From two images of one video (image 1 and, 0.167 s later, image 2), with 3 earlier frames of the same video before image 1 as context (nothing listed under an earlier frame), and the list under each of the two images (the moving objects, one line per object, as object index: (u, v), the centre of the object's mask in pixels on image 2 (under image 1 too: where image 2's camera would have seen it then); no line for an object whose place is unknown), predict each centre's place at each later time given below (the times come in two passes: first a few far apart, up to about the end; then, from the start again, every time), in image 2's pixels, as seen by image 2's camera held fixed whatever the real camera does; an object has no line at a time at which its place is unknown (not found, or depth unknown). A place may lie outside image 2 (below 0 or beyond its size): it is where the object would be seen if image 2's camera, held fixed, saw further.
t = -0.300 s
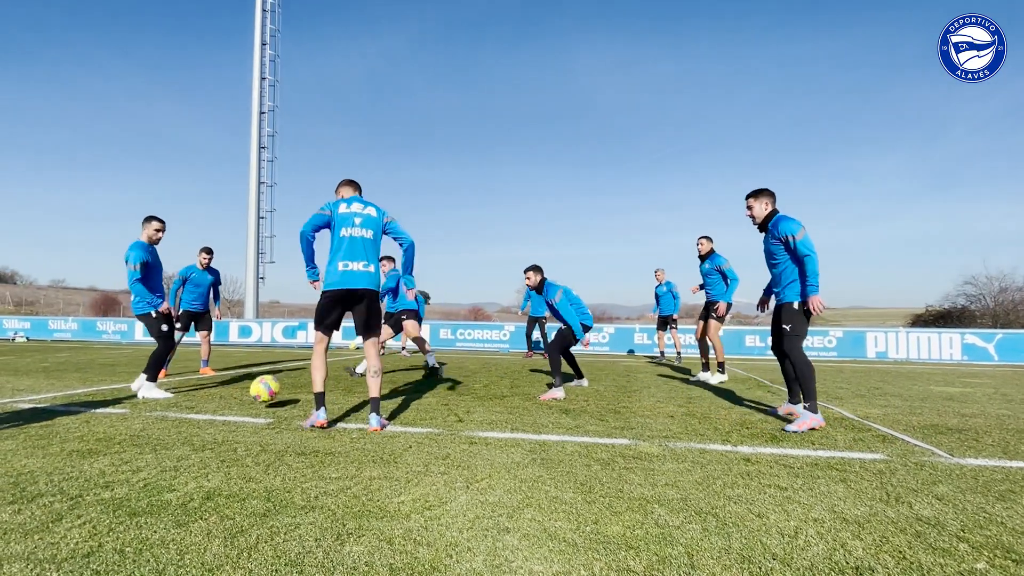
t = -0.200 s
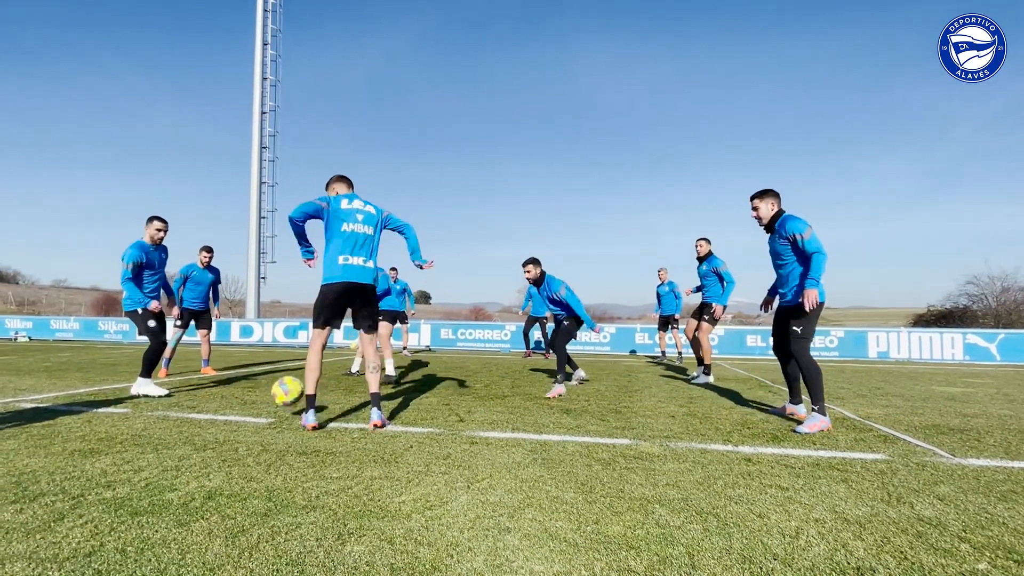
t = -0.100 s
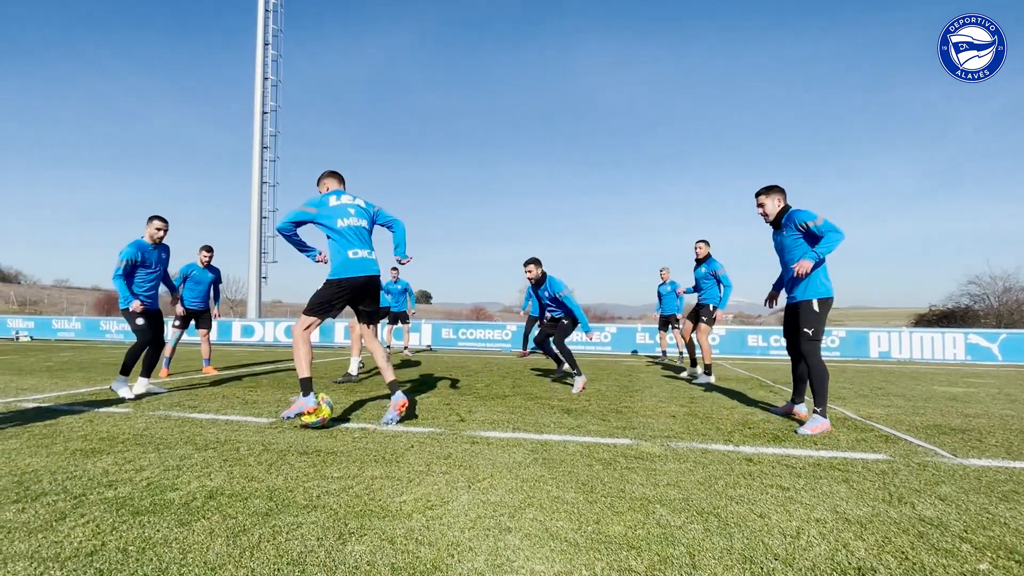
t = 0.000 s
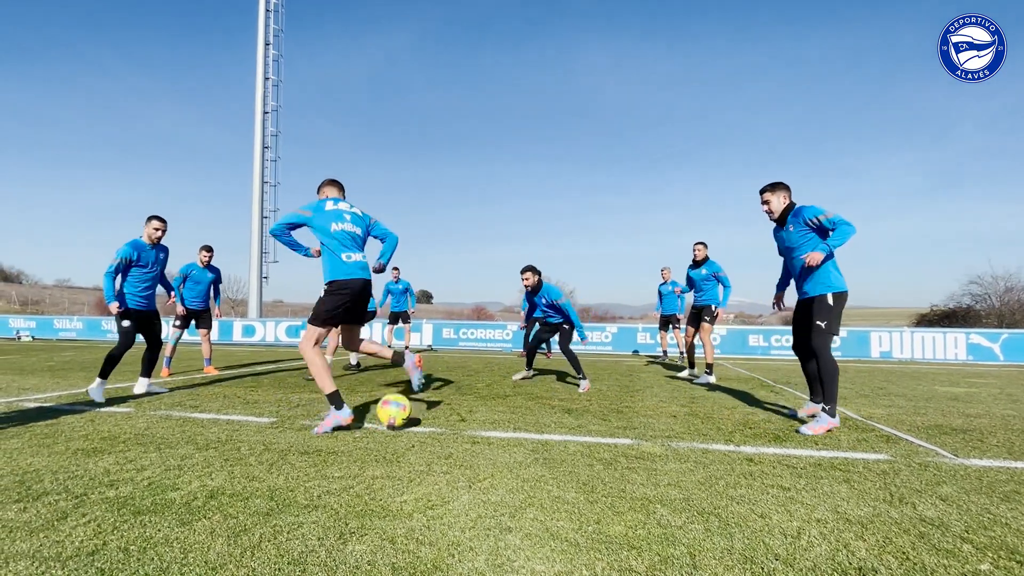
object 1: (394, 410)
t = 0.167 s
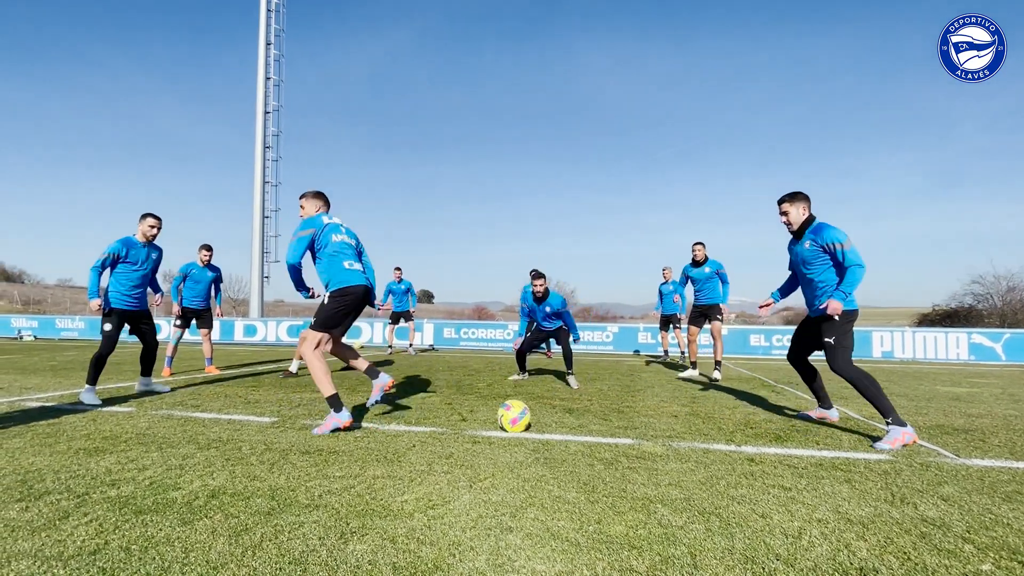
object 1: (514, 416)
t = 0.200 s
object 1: (533, 413)
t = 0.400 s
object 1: (639, 412)
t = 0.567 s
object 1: (710, 406)
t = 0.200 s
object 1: (533, 413)
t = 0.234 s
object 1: (552, 411)
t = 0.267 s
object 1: (571, 411)
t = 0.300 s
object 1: (589, 411)
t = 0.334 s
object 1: (607, 413)
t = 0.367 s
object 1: (624, 414)
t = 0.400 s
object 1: (639, 412)
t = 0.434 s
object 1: (654, 411)
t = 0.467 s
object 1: (669, 410)
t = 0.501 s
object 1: (683, 410)
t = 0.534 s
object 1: (697, 407)
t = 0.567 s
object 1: (710, 406)
